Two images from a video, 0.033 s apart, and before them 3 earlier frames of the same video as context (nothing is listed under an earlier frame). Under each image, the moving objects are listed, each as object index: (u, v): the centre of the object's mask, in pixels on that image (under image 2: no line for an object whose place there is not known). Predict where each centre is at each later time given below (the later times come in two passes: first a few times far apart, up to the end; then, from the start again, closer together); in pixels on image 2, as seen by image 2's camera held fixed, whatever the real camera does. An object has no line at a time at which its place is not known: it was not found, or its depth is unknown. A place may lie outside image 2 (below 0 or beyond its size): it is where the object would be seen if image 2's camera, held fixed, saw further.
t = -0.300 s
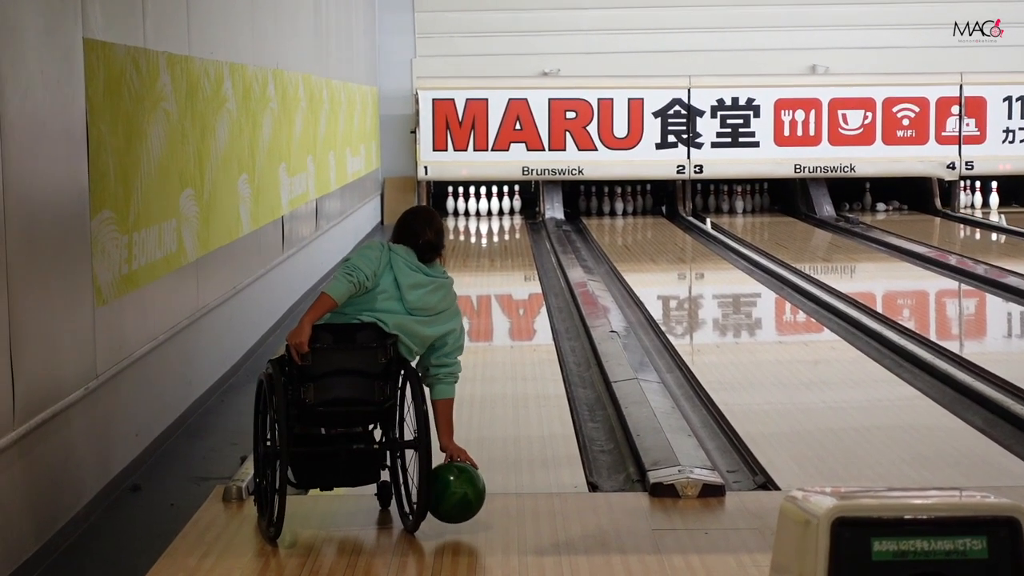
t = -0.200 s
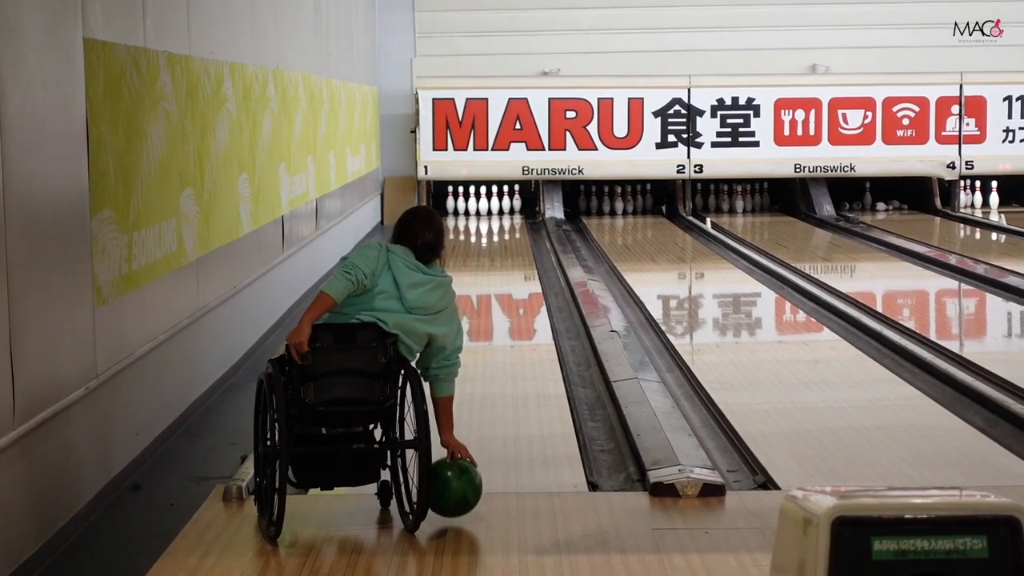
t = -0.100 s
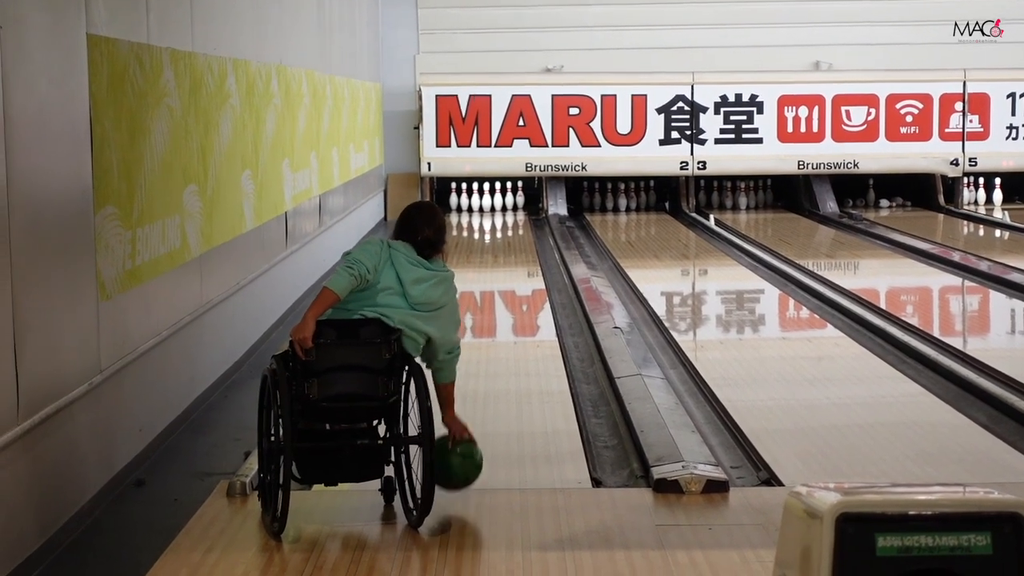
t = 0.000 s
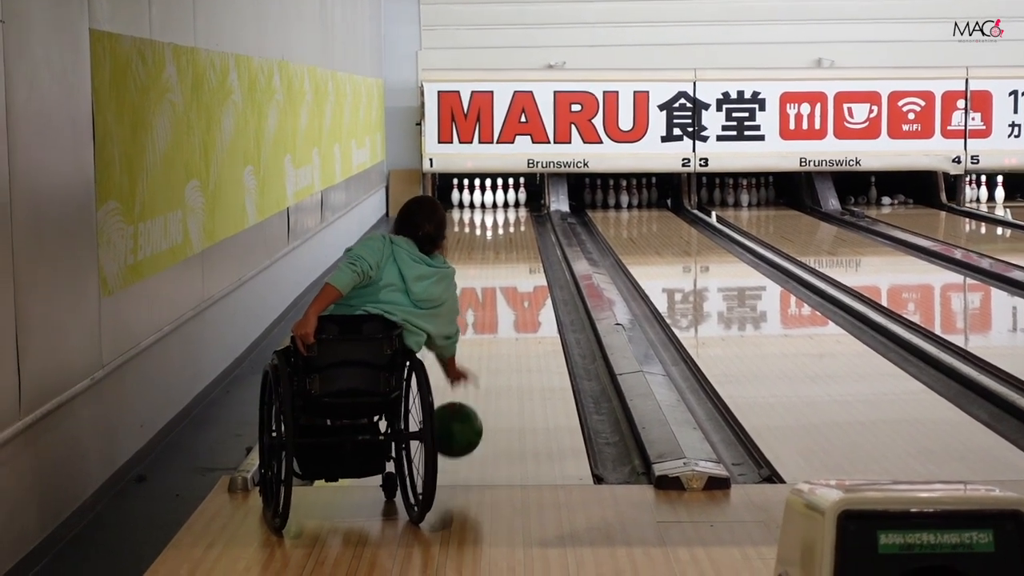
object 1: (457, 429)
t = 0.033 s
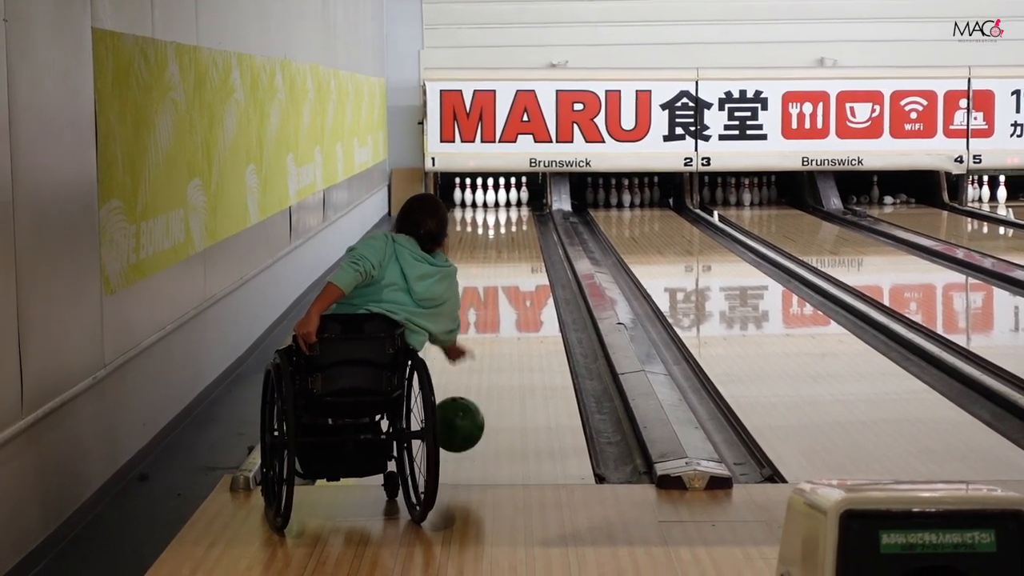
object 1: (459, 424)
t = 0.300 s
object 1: (460, 412)
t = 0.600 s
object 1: (463, 387)
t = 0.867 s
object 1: (466, 365)
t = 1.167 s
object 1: (469, 343)
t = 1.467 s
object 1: (472, 325)
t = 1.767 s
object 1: (475, 310)
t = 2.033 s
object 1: (476, 296)
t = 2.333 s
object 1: (474, 285)
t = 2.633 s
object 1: (474, 276)
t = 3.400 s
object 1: (478, 256)
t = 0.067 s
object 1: (459, 422)
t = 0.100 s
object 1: (459, 423)
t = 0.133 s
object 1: (459, 427)
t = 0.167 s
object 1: (460, 433)
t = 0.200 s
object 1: (459, 425)
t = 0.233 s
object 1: (459, 418)
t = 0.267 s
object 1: (459, 414)
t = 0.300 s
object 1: (460, 412)
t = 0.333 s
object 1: (460, 413)
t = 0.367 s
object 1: (460, 408)
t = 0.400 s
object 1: (460, 404)
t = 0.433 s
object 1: (460, 402)
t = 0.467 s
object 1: (461, 399)
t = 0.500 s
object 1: (461, 396)
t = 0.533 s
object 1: (462, 393)
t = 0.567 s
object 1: (462, 390)
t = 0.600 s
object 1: (463, 387)
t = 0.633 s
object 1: (463, 384)
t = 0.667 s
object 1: (463, 381)
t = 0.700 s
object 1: (464, 378)
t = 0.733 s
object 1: (464, 375)
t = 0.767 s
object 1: (465, 373)
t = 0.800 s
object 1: (465, 370)
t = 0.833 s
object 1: (465, 367)
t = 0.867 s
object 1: (466, 365)
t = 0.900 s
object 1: (466, 362)
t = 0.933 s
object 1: (466, 359)
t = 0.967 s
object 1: (467, 357)
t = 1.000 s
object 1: (467, 355)
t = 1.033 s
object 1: (467, 352)
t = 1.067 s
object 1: (468, 350)
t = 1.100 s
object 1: (468, 348)
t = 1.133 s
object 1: (468, 345)
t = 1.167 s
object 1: (469, 343)
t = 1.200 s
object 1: (469, 341)
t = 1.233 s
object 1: (469, 339)
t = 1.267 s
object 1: (470, 337)
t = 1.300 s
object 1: (470, 335)
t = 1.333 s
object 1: (471, 333)
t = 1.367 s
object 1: (471, 331)
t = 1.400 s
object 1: (471, 329)
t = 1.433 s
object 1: (472, 327)
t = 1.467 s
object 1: (472, 325)
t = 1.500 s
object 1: (473, 323)
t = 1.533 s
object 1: (473, 321)
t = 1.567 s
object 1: (473, 319)
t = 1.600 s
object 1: (474, 317)
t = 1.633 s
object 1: (474, 316)
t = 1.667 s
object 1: (475, 314)
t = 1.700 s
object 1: (475, 313)
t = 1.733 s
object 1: (475, 311)
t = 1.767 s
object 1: (475, 310)
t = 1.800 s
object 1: (476, 307)
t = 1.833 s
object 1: (476, 305)
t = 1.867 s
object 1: (476, 304)
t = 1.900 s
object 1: (476, 303)
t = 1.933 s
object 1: (476, 301)
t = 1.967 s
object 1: (476, 299)
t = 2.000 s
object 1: (476, 298)
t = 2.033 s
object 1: (476, 296)
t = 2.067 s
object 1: (475, 296)
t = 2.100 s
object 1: (475, 294)
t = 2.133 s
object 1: (475, 291)
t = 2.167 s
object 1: (474, 292)
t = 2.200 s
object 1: (474, 290)
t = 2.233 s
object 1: (474, 288)
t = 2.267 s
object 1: (474, 287)
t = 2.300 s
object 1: (474, 286)
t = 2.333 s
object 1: (474, 285)
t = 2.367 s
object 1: (474, 283)
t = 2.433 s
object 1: (474, 282)
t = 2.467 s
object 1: (474, 280)
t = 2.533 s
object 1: (475, 278)
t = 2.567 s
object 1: (475, 277)
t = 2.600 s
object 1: (474, 277)
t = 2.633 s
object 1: (474, 276)
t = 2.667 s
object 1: (474, 275)
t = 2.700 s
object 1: (474, 274)
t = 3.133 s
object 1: (478, 261)
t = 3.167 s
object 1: (478, 260)
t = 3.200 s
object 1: (478, 259)
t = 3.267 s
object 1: (478, 258)
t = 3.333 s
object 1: (478, 257)
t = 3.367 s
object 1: (478, 257)
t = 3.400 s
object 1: (478, 256)
